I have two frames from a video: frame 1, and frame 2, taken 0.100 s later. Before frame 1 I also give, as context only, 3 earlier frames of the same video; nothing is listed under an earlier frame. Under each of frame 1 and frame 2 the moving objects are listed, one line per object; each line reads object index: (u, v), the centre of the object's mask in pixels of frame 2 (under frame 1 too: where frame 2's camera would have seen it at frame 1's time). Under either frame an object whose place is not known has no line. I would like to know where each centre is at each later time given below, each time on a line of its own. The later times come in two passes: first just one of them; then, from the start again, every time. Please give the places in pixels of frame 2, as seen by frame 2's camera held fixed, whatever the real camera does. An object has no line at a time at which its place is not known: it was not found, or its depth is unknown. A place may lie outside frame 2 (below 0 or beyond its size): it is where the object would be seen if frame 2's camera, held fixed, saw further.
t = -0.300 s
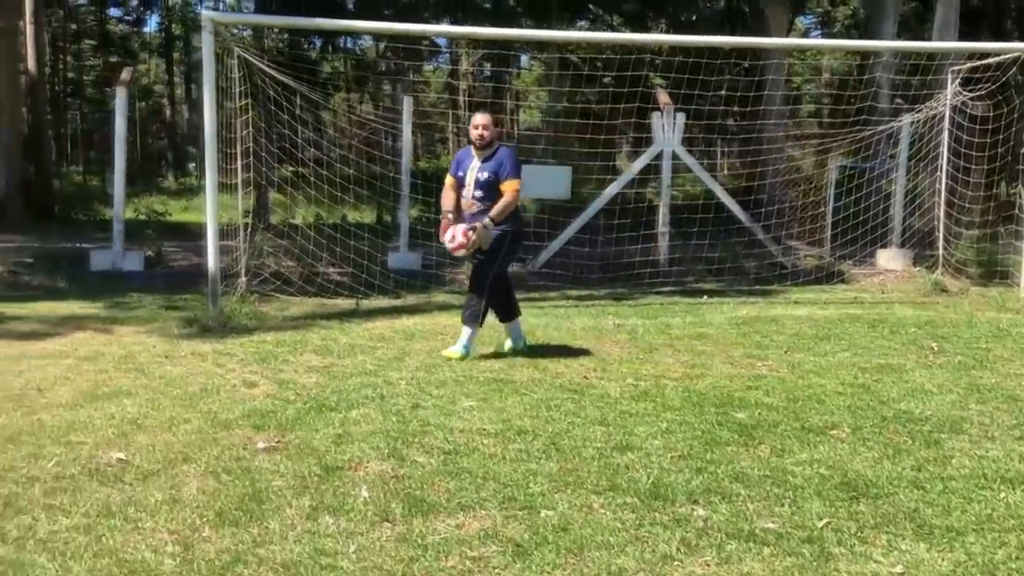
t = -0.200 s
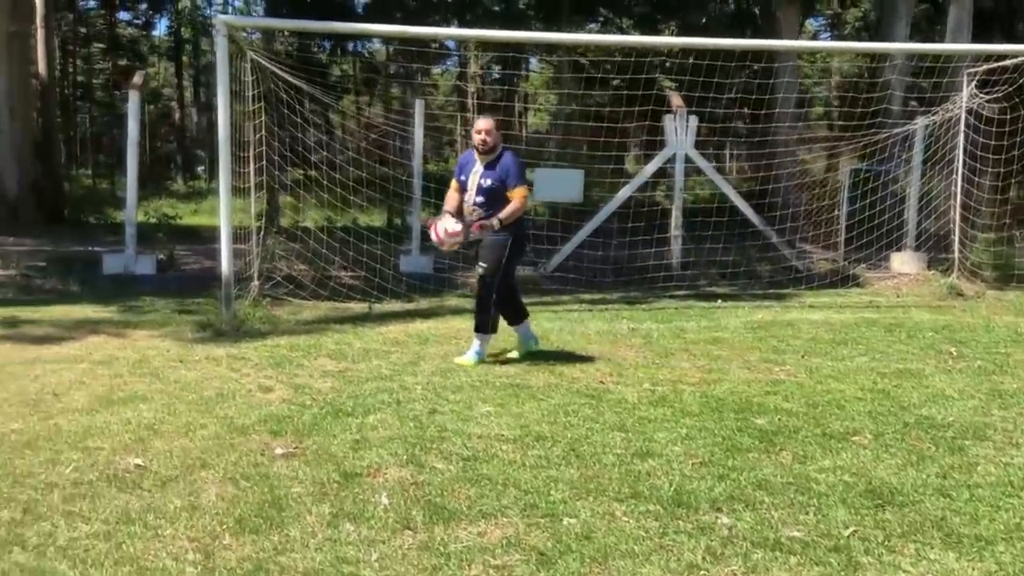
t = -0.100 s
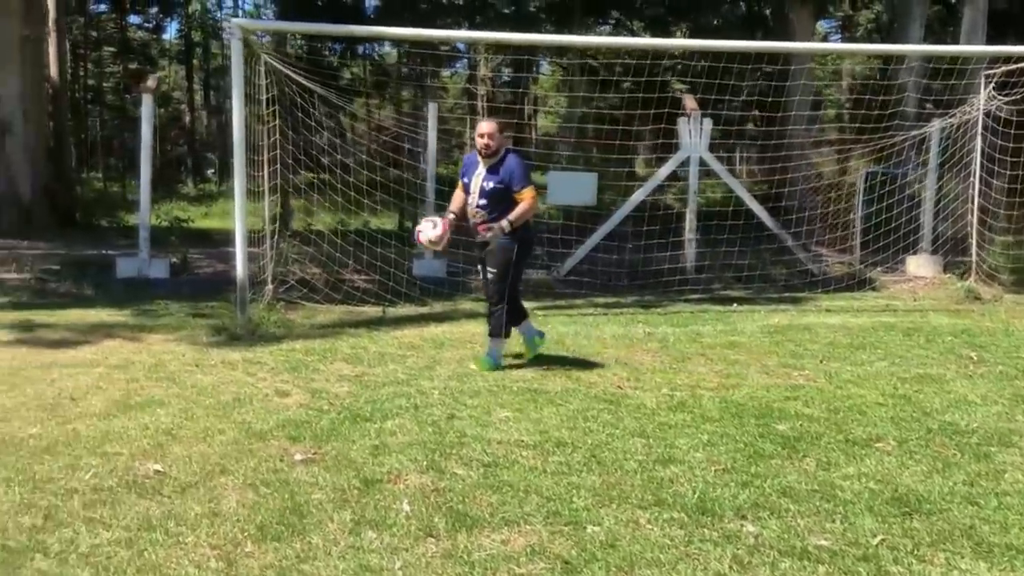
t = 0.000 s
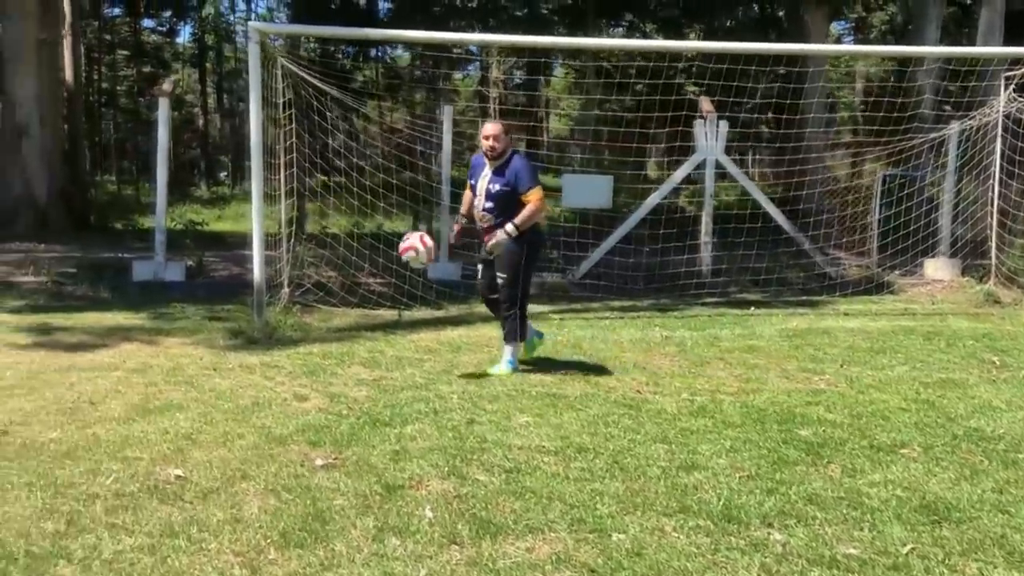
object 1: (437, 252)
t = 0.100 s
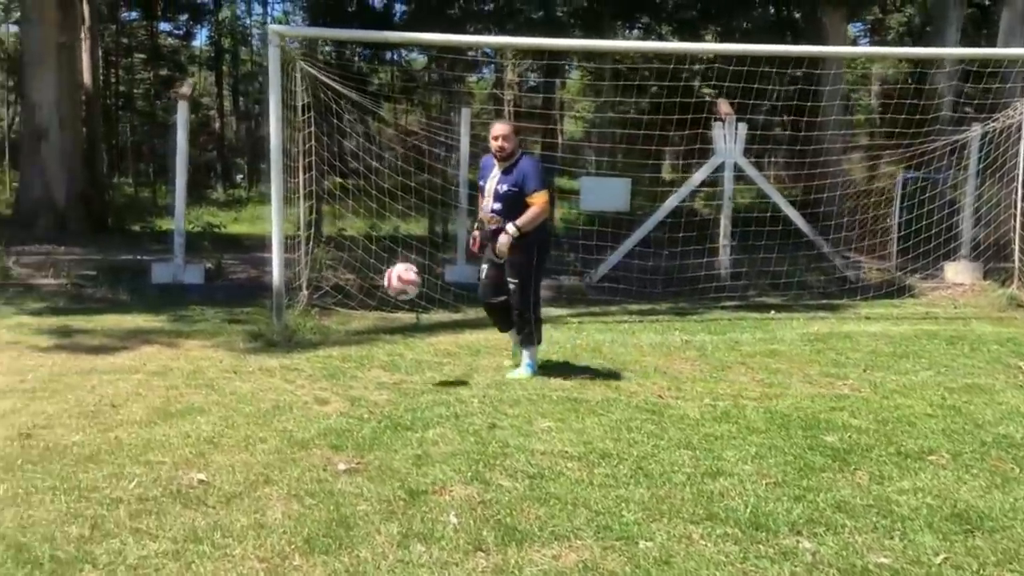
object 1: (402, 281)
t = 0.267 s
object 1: (341, 367)
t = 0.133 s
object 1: (391, 294)
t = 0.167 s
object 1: (379, 307)
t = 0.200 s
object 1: (365, 323)
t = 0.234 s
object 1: (353, 345)
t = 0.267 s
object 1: (341, 367)
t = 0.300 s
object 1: (327, 388)
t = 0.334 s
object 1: (319, 382)
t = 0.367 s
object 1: (310, 371)
